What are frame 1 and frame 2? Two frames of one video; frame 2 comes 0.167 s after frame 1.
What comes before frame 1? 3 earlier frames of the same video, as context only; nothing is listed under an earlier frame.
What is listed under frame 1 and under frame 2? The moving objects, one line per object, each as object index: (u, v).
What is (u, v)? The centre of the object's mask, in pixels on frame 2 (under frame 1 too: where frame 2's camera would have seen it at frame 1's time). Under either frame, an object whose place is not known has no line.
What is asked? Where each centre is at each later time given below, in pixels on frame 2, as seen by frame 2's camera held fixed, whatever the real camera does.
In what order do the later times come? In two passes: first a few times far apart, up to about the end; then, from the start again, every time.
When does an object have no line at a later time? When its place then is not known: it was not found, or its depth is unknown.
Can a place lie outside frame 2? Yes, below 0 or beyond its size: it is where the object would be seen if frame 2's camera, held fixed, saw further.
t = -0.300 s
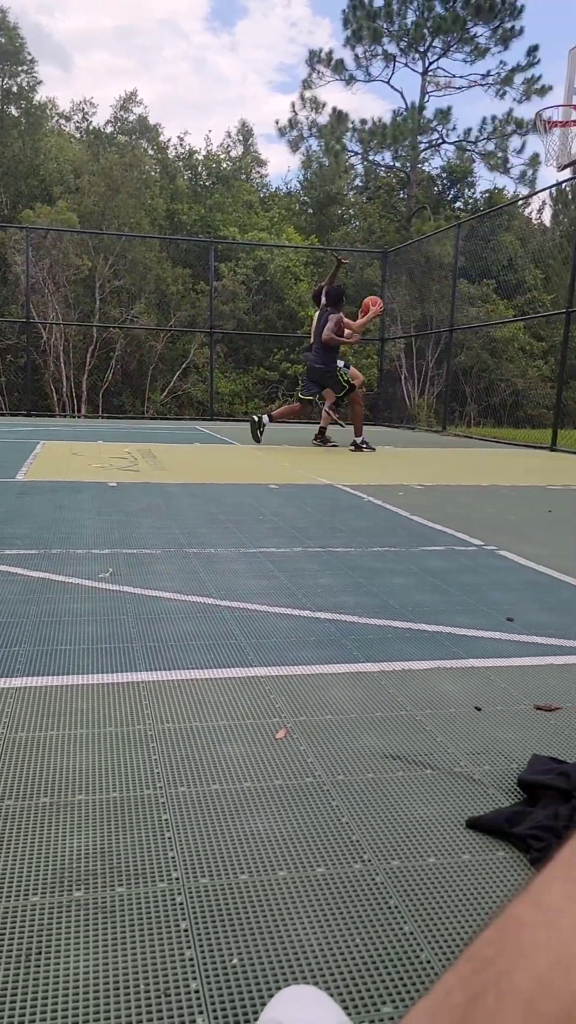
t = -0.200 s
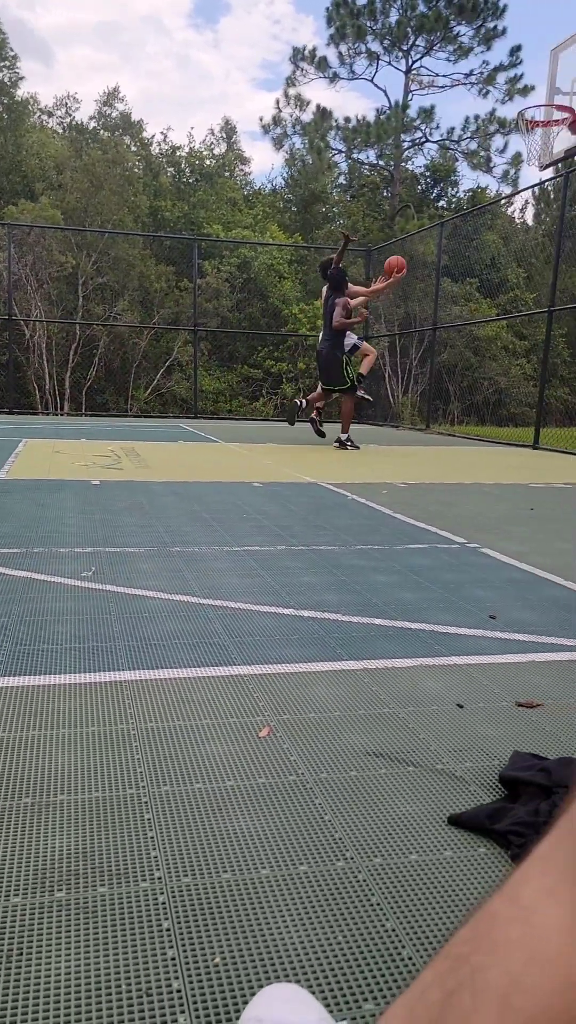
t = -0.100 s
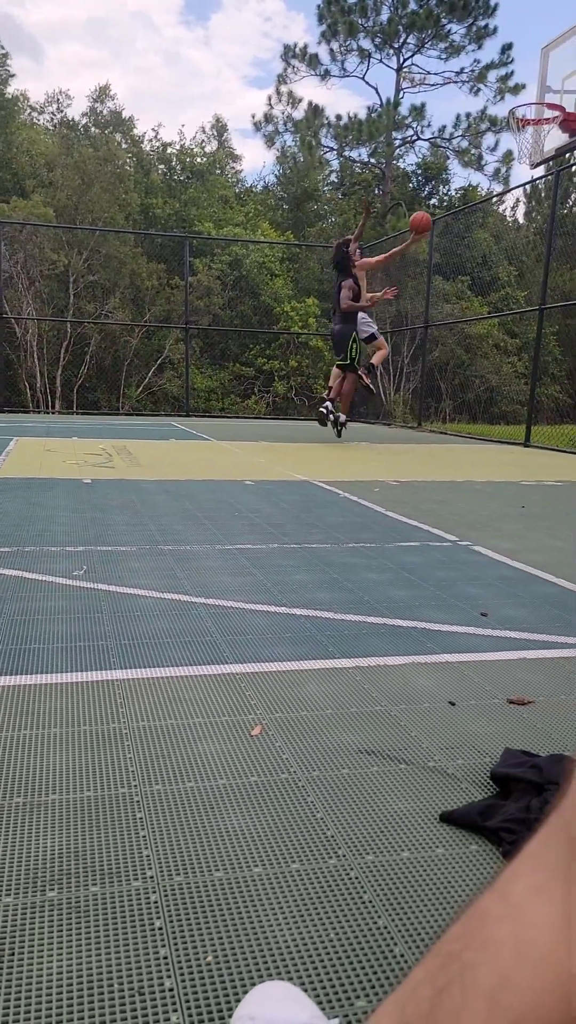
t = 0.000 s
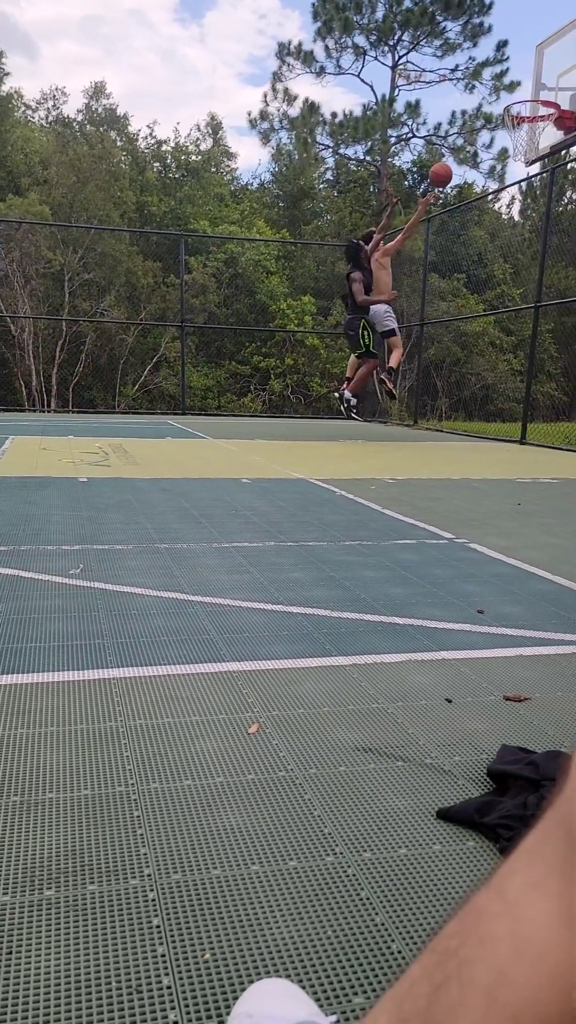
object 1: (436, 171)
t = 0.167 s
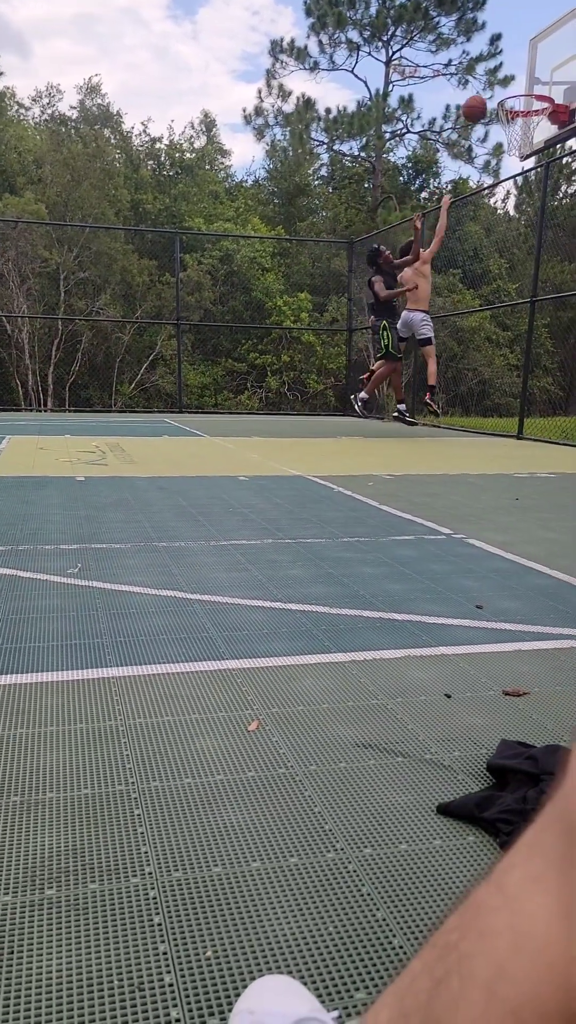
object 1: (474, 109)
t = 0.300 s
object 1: (505, 77)
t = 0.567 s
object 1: (537, 66)
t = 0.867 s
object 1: (511, 104)
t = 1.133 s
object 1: (540, 127)
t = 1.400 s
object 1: (517, 170)
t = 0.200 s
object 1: (482, 99)
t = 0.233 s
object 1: (489, 91)
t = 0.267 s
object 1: (497, 83)
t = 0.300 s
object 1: (505, 77)
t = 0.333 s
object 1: (513, 73)
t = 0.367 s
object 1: (521, 69)
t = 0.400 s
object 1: (530, 66)
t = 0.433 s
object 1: (538, 66)
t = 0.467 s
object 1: (543, 65)
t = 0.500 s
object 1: (541, 64)
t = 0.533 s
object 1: (539, 64)
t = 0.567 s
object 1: (537, 66)
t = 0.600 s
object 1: (535, 68)
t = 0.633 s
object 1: (533, 72)
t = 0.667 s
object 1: (531, 77)
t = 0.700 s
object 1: (529, 82)
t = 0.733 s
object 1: (527, 86)
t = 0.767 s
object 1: (523, 87)
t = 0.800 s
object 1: (519, 88)
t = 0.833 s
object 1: (515, 91)
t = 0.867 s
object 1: (511, 104)
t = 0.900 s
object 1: (514, 107)
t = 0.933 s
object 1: (521, 109)
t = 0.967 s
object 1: (526, 109)
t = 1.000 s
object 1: (532, 118)
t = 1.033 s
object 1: (536, 120)
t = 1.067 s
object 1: (538, 123)
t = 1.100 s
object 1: (540, 125)
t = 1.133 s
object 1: (540, 127)
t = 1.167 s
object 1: (538, 130)
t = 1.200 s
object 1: (536, 134)
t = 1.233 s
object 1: (534, 137)
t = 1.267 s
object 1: (530, 143)
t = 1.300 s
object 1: (528, 148)
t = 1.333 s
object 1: (524, 154)
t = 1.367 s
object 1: (520, 161)
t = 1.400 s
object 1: (517, 170)
